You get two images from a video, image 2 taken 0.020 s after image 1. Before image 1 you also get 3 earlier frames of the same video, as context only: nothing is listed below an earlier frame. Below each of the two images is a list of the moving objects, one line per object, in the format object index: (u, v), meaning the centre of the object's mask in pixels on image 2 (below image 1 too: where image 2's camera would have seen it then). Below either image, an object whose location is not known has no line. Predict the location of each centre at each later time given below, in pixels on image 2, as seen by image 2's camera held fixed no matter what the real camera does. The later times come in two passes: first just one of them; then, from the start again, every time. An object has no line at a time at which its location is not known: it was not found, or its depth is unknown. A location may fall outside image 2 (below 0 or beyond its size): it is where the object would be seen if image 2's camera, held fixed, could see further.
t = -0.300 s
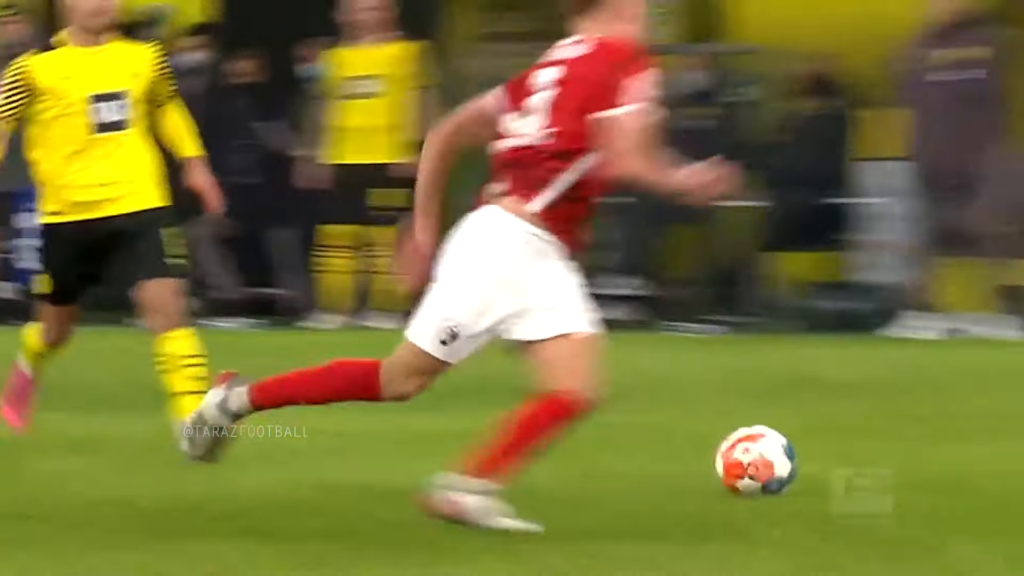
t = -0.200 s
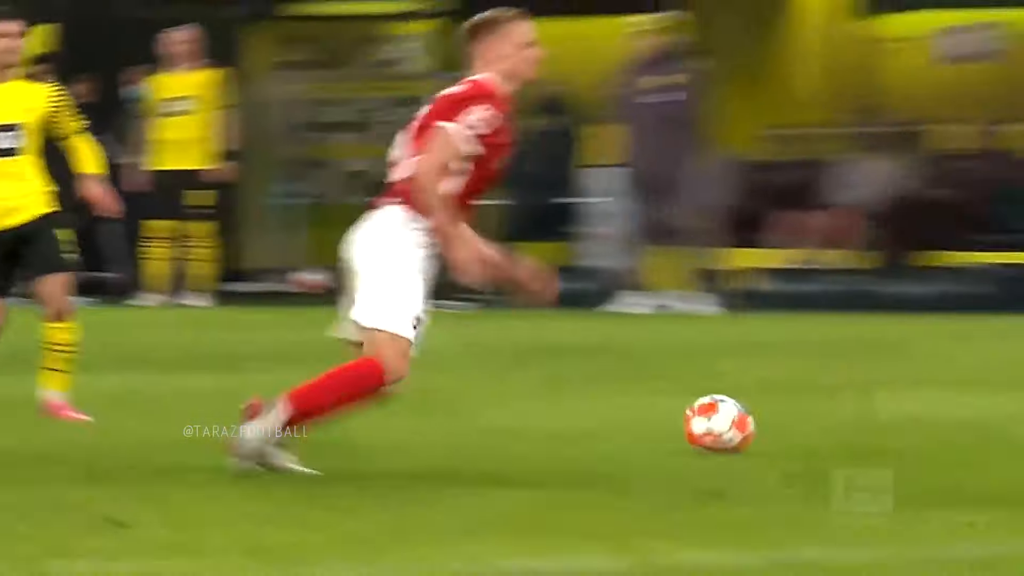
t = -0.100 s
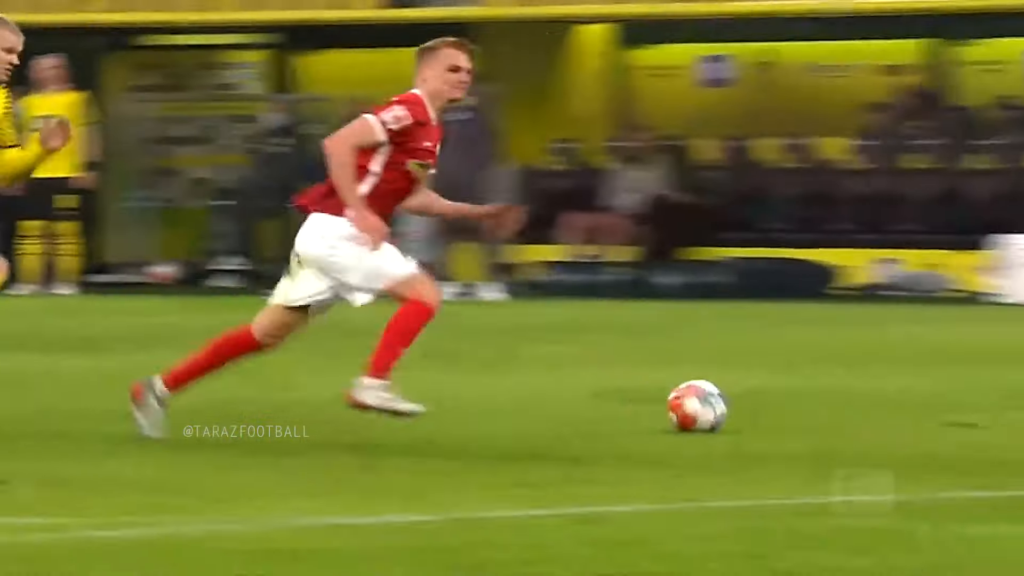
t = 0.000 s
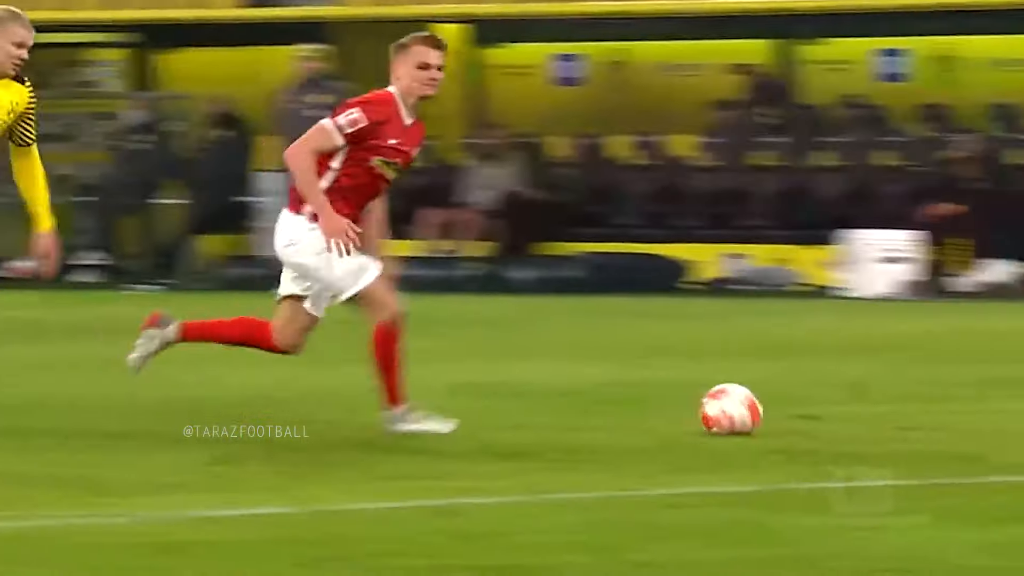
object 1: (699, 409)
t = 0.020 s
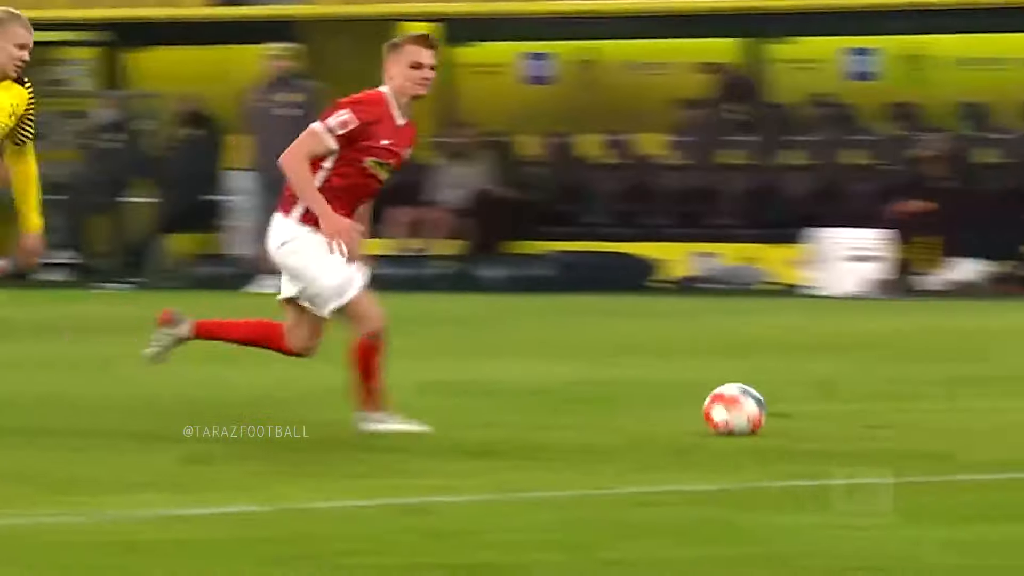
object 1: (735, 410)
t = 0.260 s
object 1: (1165, 438)
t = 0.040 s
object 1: (771, 412)
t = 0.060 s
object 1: (806, 414)
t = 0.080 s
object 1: (841, 416)
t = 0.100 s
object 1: (878, 418)
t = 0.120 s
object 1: (913, 420)
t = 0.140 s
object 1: (949, 422)
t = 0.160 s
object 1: (984, 424)
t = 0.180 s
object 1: (1019, 426)
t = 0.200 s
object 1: (1056, 429)
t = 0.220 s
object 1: (1091, 433)
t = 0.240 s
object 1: (1128, 435)
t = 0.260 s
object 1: (1165, 438)
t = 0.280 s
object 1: (1201, 440)
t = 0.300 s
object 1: (1237, 443)
